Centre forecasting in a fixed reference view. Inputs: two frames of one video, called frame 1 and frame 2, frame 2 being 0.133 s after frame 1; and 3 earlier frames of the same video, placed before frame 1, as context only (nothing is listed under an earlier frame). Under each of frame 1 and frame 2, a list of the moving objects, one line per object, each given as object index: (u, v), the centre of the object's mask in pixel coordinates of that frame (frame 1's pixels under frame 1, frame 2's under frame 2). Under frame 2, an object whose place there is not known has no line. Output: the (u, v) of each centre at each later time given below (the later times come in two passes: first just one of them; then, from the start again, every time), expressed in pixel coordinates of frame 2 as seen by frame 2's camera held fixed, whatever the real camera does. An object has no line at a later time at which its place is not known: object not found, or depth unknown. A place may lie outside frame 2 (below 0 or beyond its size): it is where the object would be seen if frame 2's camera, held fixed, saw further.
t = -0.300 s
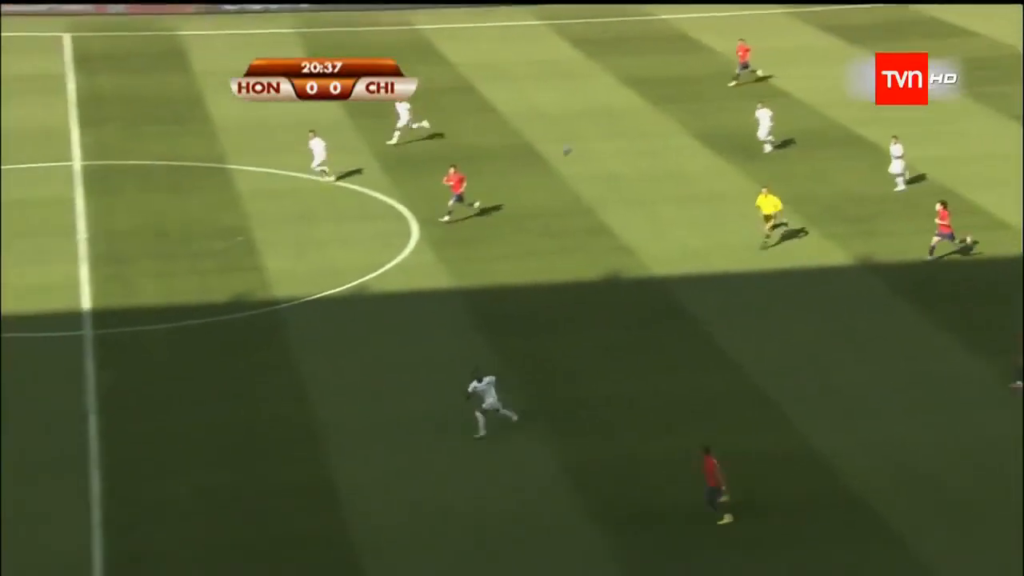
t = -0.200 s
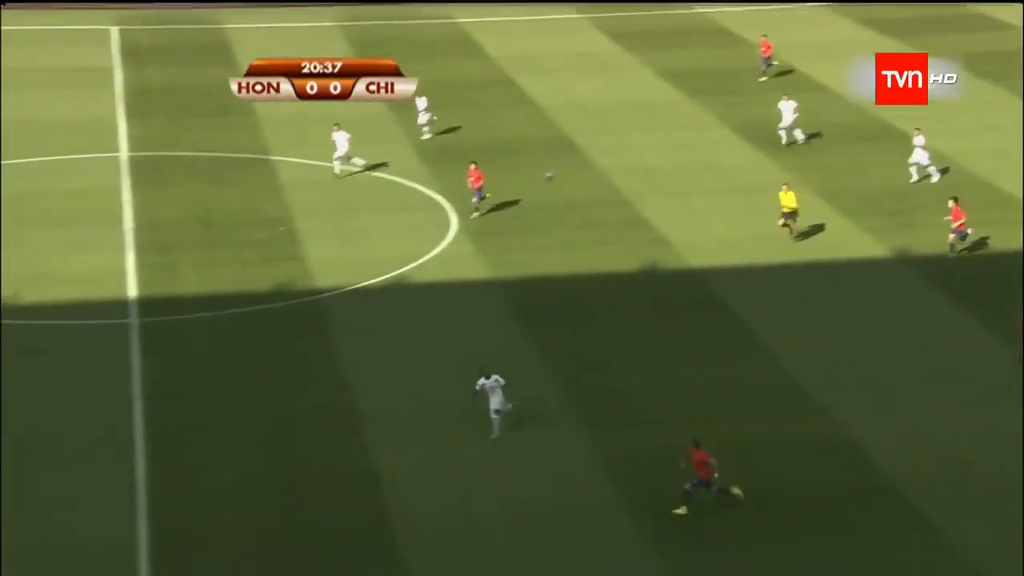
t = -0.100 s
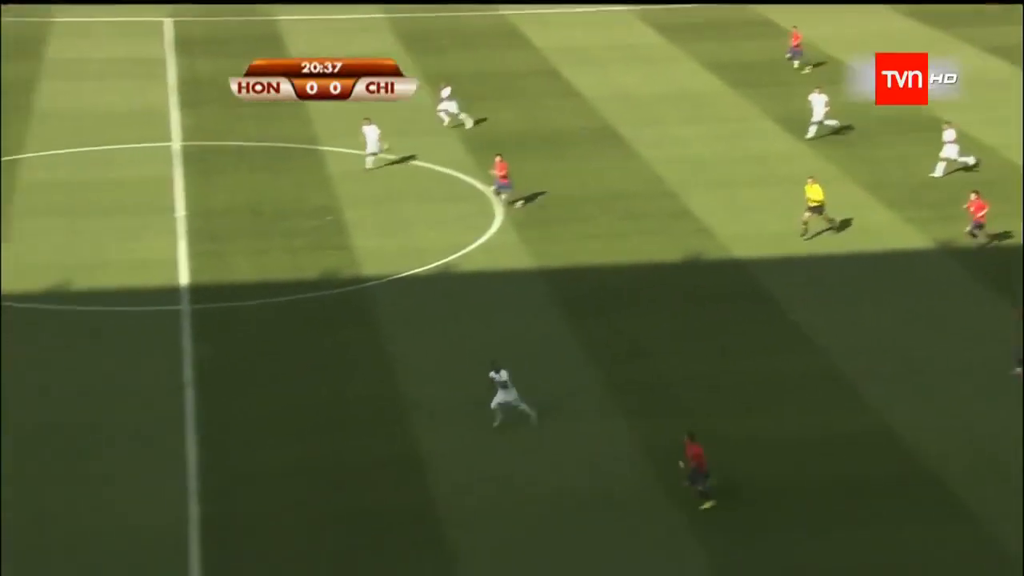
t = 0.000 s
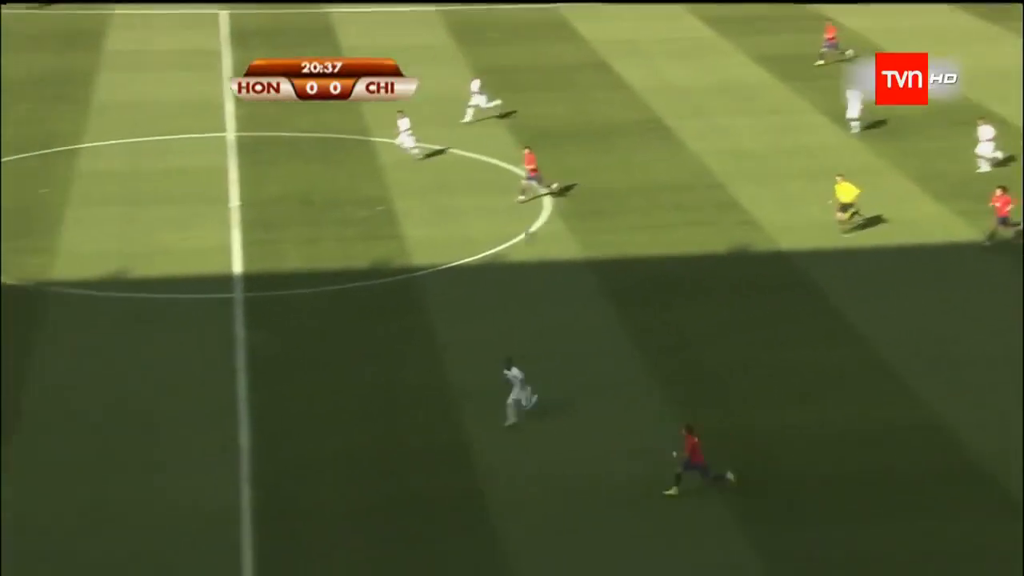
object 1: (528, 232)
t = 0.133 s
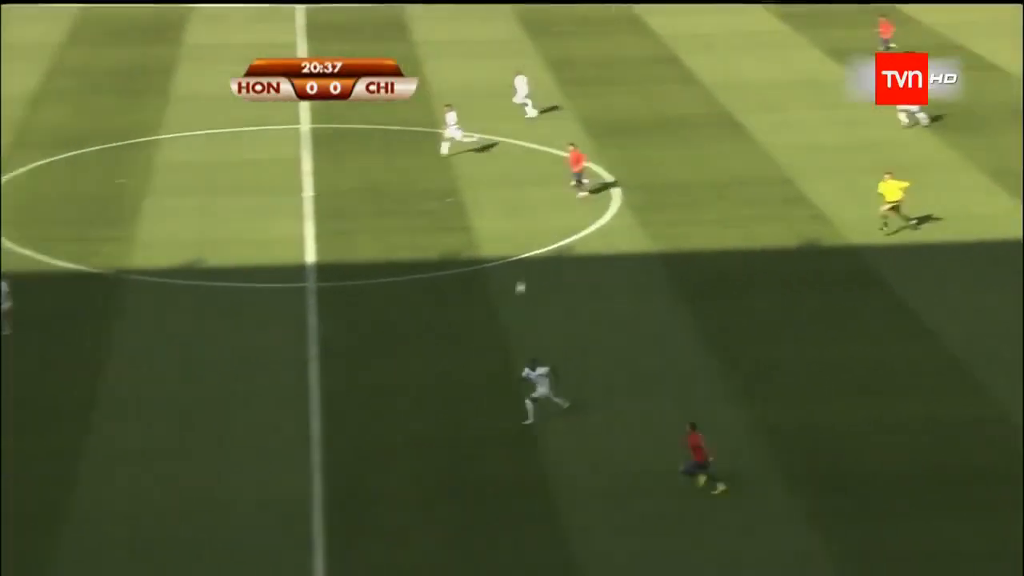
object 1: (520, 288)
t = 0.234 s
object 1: (461, 338)
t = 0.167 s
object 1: (501, 304)
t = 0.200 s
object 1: (481, 321)
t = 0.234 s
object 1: (461, 338)
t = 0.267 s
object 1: (442, 356)
